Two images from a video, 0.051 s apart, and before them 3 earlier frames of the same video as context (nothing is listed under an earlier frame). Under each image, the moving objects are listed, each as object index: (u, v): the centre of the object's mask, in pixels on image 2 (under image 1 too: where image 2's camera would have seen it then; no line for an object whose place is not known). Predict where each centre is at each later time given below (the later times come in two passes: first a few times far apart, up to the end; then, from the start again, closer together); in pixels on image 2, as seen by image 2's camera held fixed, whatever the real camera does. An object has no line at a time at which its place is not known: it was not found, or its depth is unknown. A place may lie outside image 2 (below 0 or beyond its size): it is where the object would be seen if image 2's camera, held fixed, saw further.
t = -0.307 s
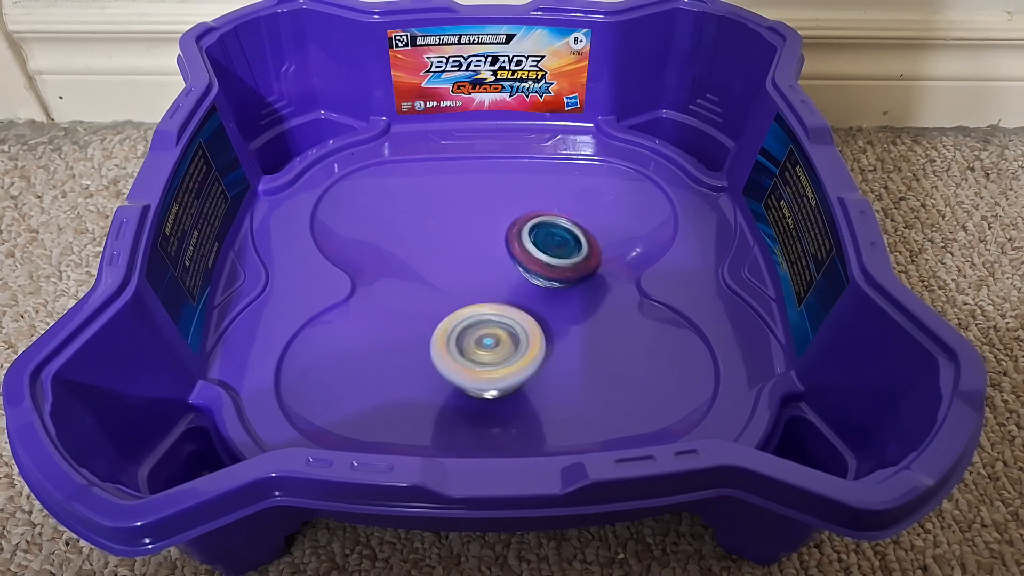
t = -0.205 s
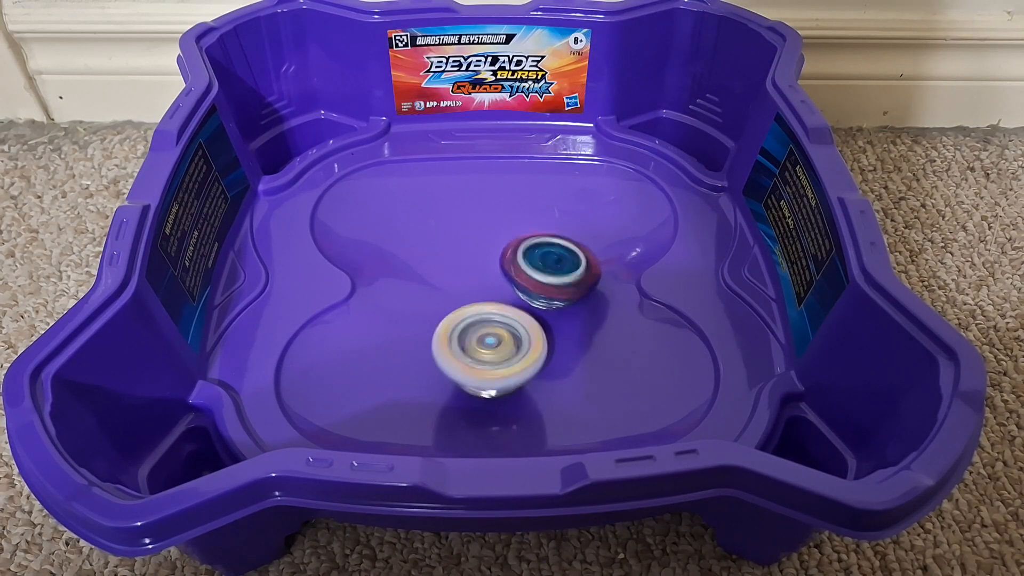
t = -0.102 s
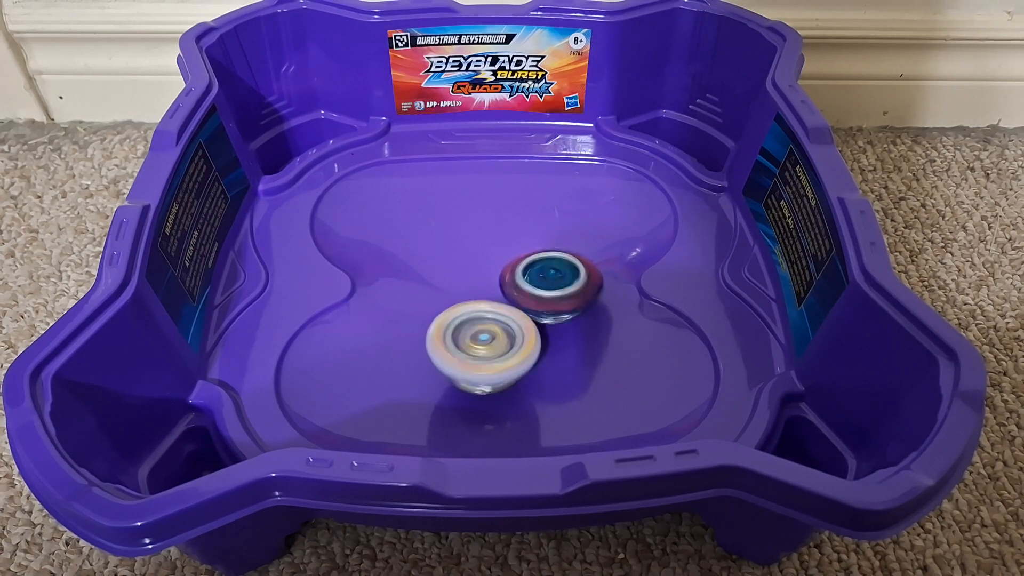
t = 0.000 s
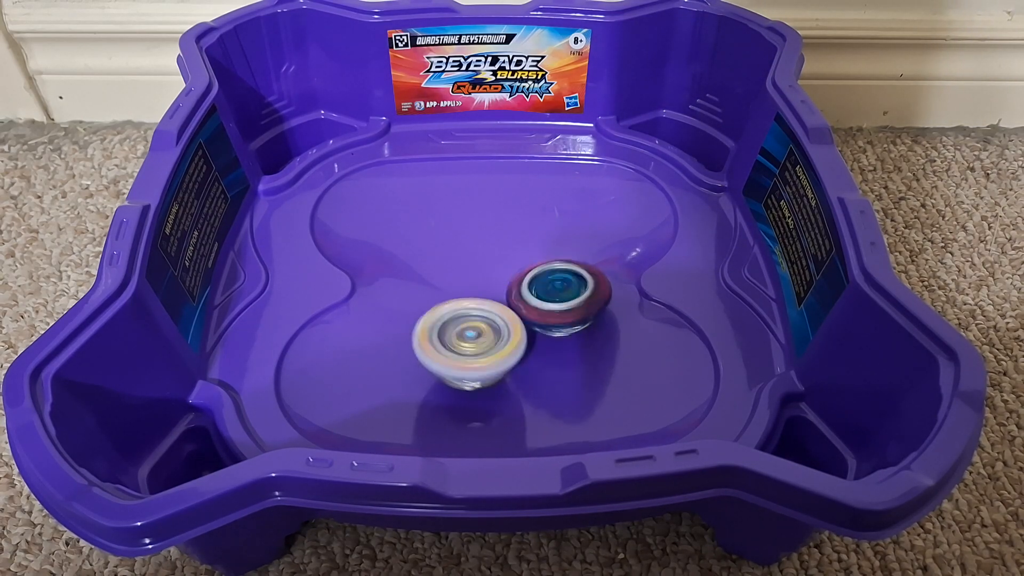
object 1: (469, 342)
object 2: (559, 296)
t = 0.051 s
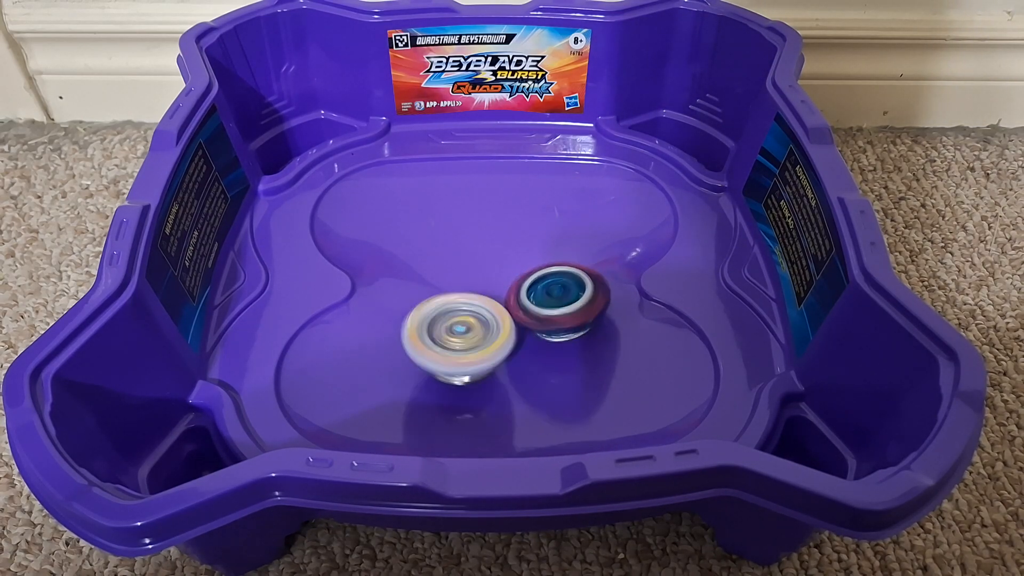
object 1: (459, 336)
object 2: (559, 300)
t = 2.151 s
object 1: (519, 253)
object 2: (573, 344)
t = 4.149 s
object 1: (466, 285)
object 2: (557, 339)
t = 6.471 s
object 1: (490, 241)
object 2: (504, 331)
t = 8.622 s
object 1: (513, 234)
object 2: (472, 319)
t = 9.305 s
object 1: (543, 237)
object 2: (463, 311)
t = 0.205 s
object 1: (425, 320)
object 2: (554, 307)
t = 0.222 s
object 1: (421, 320)
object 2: (554, 307)
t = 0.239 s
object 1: (418, 319)
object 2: (553, 308)
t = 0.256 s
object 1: (413, 320)
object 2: (554, 309)
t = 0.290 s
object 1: (407, 321)
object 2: (555, 309)
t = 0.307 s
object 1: (402, 323)
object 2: (554, 310)
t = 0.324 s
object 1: (399, 324)
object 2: (555, 311)
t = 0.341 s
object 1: (396, 326)
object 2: (556, 311)
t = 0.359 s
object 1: (393, 329)
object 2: (556, 311)
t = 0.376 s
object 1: (391, 331)
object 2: (556, 312)
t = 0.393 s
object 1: (391, 333)
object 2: (556, 312)
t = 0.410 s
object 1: (391, 336)
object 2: (557, 312)
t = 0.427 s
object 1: (393, 338)
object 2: (556, 312)
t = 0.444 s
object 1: (396, 339)
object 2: (557, 312)
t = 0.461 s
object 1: (401, 341)
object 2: (557, 312)
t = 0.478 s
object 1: (405, 341)
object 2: (557, 312)
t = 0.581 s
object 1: (438, 333)
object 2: (557, 313)
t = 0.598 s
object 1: (442, 331)
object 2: (557, 313)
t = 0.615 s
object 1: (448, 329)
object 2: (557, 313)
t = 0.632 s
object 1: (451, 326)
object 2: (558, 313)
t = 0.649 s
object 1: (452, 324)
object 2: (561, 313)
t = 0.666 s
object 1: (453, 321)
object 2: (565, 311)
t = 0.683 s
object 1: (454, 318)
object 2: (568, 311)
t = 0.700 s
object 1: (454, 315)
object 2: (571, 311)
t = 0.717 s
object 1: (455, 312)
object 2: (573, 312)
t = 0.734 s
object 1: (456, 309)
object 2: (575, 313)
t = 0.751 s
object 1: (455, 307)
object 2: (577, 314)
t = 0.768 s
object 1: (455, 303)
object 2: (579, 316)
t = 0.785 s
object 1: (456, 301)
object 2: (581, 316)
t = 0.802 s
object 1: (455, 299)
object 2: (581, 317)
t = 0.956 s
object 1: (451, 292)
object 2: (575, 322)
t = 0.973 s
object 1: (451, 294)
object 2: (575, 323)
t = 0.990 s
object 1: (450, 295)
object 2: (574, 323)
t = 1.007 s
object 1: (452, 297)
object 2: (574, 324)
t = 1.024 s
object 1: (454, 297)
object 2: (574, 326)
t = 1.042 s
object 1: (455, 297)
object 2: (575, 327)
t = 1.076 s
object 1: (464, 295)
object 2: (575, 328)
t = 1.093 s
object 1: (467, 294)
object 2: (575, 330)
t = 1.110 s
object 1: (472, 293)
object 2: (577, 330)
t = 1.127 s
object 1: (476, 292)
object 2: (577, 330)
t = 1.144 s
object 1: (479, 290)
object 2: (579, 331)
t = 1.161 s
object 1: (478, 286)
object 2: (585, 331)
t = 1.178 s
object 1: (478, 283)
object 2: (588, 333)
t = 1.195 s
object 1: (475, 280)
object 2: (594, 336)
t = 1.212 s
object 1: (474, 276)
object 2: (597, 338)
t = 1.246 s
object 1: (473, 270)
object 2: (599, 340)
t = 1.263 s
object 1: (472, 266)
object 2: (600, 340)
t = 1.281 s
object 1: (472, 263)
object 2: (600, 341)
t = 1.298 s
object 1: (472, 260)
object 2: (600, 341)
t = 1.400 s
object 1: (467, 243)
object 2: (593, 340)
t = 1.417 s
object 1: (465, 241)
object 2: (592, 340)
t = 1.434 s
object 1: (464, 238)
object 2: (590, 340)
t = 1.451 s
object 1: (462, 235)
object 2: (590, 340)
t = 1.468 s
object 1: (461, 233)
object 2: (590, 341)
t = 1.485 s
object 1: (458, 231)
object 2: (589, 341)
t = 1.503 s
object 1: (456, 229)
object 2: (588, 341)
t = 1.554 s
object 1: (448, 223)
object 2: (587, 342)
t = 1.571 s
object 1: (445, 221)
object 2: (586, 343)
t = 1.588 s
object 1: (442, 221)
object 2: (586, 343)
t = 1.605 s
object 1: (439, 220)
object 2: (586, 344)
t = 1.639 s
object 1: (433, 219)
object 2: (585, 344)
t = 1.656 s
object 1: (428, 221)
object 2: (585, 346)
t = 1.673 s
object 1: (427, 222)
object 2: (585, 346)
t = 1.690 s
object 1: (426, 224)
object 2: (585, 346)
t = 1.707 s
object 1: (426, 226)
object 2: (585, 347)
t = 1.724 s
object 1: (427, 228)
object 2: (586, 348)
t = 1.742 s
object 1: (429, 231)
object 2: (586, 348)
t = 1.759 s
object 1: (431, 233)
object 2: (586, 347)
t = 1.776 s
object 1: (432, 235)
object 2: (585, 347)
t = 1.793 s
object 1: (437, 237)
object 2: (585, 348)
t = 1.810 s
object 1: (439, 239)
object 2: (586, 348)
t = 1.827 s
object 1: (442, 241)
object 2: (586, 347)
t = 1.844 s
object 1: (447, 243)
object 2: (585, 347)
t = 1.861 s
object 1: (451, 245)
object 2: (585, 348)
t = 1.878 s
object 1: (455, 246)
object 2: (585, 348)
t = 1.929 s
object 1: (468, 249)
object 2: (583, 347)
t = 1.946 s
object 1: (471, 250)
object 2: (583, 347)
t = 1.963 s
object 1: (475, 250)
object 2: (583, 346)
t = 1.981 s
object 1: (480, 250)
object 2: (581, 346)
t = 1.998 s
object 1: (484, 251)
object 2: (581, 346)
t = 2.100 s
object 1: (508, 252)
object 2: (577, 345)
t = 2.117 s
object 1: (511, 252)
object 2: (575, 344)
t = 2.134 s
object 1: (514, 252)
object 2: (574, 345)
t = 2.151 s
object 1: (519, 253)
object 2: (573, 344)
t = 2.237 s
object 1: (538, 251)
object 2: (570, 345)
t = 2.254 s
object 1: (540, 250)
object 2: (569, 345)
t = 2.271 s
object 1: (545, 250)
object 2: (568, 345)
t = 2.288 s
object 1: (548, 248)
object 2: (567, 345)
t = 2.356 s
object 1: (557, 241)
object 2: (565, 346)
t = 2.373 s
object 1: (559, 239)
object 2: (565, 346)
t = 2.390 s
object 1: (562, 237)
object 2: (565, 346)
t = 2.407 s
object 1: (563, 234)
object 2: (564, 346)
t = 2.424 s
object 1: (563, 232)
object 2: (563, 347)
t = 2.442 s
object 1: (564, 230)
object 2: (563, 348)
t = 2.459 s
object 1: (564, 228)
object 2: (564, 348)
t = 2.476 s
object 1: (562, 227)
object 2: (563, 347)
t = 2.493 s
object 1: (560, 225)
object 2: (563, 348)
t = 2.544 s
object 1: (553, 223)
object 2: (564, 347)
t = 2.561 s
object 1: (549, 223)
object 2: (563, 347)
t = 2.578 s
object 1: (546, 224)
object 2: (563, 347)
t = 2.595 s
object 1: (542, 225)
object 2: (563, 347)
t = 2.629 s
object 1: (534, 228)
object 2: (563, 346)
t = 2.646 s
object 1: (531, 230)
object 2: (563, 346)
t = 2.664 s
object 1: (527, 232)
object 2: (563, 346)
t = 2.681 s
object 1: (523, 235)
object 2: (563, 345)
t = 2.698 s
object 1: (522, 237)
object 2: (563, 345)
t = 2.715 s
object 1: (518, 239)
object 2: (562, 344)
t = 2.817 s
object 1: (506, 255)
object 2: (559, 342)
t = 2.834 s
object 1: (504, 259)
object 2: (558, 341)
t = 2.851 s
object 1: (502, 261)
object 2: (557, 340)
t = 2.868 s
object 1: (500, 264)
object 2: (556, 340)
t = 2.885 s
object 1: (500, 267)
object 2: (556, 340)
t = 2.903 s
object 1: (498, 270)
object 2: (555, 340)
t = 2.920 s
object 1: (496, 271)
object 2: (555, 341)
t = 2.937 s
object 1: (495, 272)
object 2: (555, 343)
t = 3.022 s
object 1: (476, 273)
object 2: (555, 344)
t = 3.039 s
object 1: (473, 273)
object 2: (555, 344)
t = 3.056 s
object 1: (470, 274)
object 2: (552, 343)
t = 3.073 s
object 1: (468, 276)
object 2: (550, 343)
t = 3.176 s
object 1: (452, 289)
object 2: (545, 345)
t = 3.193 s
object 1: (450, 291)
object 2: (545, 344)
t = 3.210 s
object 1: (448, 295)
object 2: (545, 345)
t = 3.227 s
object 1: (447, 298)
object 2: (544, 346)
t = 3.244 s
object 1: (446, 301)
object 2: (544, 346)
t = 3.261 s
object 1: (447, 302)
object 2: (546, 346)
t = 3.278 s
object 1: (444, 303)
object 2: (551, 345)
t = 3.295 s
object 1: (442, 304)
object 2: (554, 345)
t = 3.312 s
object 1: (439, 305)
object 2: (557, 344)
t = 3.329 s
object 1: (439, 305)
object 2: (559, 343)
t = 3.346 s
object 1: (437, 307)
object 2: (559, 342)
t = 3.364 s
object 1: (435, 308)
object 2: (558, 341)
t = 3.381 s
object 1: (434, 309)
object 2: (556, 341)
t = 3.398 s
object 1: (436, 310)
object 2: (554, 340)
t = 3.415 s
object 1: (434, 311)
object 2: (553, 340)
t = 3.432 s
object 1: (434, 312)
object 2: (551, 341)
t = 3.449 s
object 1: (435, 313)
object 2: (550, 341)
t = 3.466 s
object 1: (436, 314)
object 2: (550, 341)
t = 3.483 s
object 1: (437, 315)
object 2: (551, 342)
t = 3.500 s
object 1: (439, 316)
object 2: (551, 341)
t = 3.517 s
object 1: (439, 316)
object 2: (550, 342)
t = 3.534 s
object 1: (442, 316)
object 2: (550, 342)
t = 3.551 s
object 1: (441, 315)
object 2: (554, 342)
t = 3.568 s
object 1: (440, 314)
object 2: (558, 343)
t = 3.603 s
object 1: (439, 312)
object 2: (562, 342)
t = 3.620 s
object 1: (437, 311)
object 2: (563, 341)
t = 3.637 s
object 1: (437, 310)
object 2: (562, 339)
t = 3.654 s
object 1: (436, 310)
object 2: (561, 339)
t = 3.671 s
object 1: (435, 309)
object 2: (559, 338)
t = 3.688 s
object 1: (436, 309)
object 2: (557, 338)
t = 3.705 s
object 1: (437, 309)
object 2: (556, 339)
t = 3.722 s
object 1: (436, 309)
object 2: (554, 339)
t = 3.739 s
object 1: (437, 308)
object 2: (553, 339)
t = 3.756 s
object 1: (439, 309)
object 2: (553, 340)
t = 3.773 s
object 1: (440, 309)
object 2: (553, 340)
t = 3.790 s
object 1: (440, 308)
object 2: (553, 340)
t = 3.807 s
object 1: (443, 307)
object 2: (553, 340)
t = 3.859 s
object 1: (449, 306)
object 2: (553, 341)
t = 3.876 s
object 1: (451, 305)
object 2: (554, 341)
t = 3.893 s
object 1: (453, 302)
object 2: (559, 341)
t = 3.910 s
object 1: (453, 301)
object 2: (562, 341)
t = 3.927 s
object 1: (453, 299)
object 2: (564, 340)
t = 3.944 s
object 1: (452, 297)
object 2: (565, 340)
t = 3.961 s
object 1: (455, 295)
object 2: (564, 338)
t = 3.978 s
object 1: (456, 293)
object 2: (562, 337)
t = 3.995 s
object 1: (456, 292)
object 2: (561, 337)
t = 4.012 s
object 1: (456, 290)
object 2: (559, 337)
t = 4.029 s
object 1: (459, 288)
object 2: (557, 337)
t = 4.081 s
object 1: (460, 287)
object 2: (556, 338)
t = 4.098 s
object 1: (462, 286)
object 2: (556, 338)
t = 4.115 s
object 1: (465, 286)
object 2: (556, 339)
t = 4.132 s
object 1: (465, 286)
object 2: (557, 339)
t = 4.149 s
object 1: (466, 285)
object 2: (557, 339)
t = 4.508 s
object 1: (512, 246)
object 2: (550, 337)
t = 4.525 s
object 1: (514, 244)
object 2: (550, 336)
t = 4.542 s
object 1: (515, 243)
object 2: (549, 337)
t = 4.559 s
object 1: (518, 241)
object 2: (549, 338)
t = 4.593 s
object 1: (521, 239)
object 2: (550, 338)
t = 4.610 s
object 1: (522, 238)
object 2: (550, 338)
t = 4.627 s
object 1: (523, 237)
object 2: (550, 338)
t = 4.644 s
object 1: (526, 236)
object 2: (550, 338)
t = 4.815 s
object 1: (539, 234)
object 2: (549, 336)
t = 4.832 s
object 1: (541, 234)
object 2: (548, 335)
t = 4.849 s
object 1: (540, 234)
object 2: (548, 335)
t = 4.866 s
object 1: (541, 233)
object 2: (547, 334)
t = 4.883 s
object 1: (543, 233)
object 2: (546, 335)
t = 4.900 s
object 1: (544, 234)
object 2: (546, 334)
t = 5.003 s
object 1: (546, 235)
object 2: (542, 334)
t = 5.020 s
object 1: (548, 236)
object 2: (541, 334)
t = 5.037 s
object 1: (547, 237)
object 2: (541, 334)
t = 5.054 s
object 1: (547, 237)
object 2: (540, 334)
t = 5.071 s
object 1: (547, 237)
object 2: (539, 334)
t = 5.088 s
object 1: (547, 238)
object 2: (538, 335)
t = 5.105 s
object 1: (547, 238)
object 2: (538, 334)
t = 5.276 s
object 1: (534, 247)
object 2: (537, 336)
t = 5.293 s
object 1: (530, 248)
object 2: (536, 335)
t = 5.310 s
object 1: (529, 249)
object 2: (536, 336)
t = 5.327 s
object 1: (528, 250)
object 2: (536, 336)
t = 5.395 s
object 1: (517, 255)
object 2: (537, 335)
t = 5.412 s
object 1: (515, 256)
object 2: (538, 335)
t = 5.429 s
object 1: (513, 257)
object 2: (538, 336)
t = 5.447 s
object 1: (511, 257)
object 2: (539, 336)
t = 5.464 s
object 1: (508, 257)
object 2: (541, 337)
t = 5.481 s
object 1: (506, 257)
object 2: (542, 336)
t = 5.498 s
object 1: (501, 258)
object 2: (542, 335)
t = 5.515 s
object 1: (498, 258)
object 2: (541, 334)
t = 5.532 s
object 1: (494, 258)
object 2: (539, 333)
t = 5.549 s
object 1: (490, 258)
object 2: (538, 332)
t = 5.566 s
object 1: (487, 259)
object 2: (535, 331)
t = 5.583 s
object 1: (485, 259)
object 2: (534, 331)
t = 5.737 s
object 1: (458, 260)
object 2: (526, 333)
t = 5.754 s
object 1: (456, 261)
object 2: (525, 334)
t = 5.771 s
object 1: (453, 261)
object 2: (524, 334)
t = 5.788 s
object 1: (453, 262)
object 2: (524, 335)
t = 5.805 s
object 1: (454, 262)
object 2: (525, 335)
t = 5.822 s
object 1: (455, 263)
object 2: (525, 336)
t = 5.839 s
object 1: (456, 264)
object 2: (525, 336)
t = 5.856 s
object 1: (456, 264)
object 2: (525, 335)
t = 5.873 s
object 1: (458, 265)
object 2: (525, 334)
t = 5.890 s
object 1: (458, 265)
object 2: (524, 334)
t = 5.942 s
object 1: (463, 265)
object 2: (522, 335)
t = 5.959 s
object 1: (465, 265)
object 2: (522, 335)
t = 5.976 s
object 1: (466, 263)
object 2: (522, 335)
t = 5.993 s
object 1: (467, 262)
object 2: (522, 335)
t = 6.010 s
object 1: (468, 260)
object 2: (522, 335)
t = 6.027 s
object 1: (469, 259)
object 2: (521, 334)
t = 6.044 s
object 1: (471, 258)
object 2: (520, 334)
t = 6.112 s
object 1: (475, 253)
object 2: (521, 334)
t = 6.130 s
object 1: (476, 252)
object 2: (522, 334)
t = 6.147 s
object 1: (476, 251)
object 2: (522, 333)
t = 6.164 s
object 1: (477, 250)
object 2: (521, 331)
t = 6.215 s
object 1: (481, 247)
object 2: (519, 330)
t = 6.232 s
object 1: (480, 246)
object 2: (518, 329)
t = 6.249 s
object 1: (480, 245)
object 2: (516, 328)
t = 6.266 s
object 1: (482, 244)
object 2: (515, 328)
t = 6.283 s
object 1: (484, 243)
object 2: (515, 328)
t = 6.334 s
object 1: (484, 241)
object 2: (511, 328)
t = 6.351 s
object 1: (486, 240)
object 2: (510, 328)
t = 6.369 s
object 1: (487, 241)
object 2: (509, 328)
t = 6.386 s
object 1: (486, 240)
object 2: (508, 328)
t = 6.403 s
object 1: (487, 240)
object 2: (506, 328)
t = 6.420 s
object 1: (488, 240)
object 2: (505, 329)
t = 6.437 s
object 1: (488, 240)
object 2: (504, 330)
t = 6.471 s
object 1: (490, 241)
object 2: (504, 331)
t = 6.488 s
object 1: (491, 242)
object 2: (503, 331)
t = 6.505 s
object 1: (491, 242)
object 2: (504, 332)
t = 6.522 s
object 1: (493, 243)
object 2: (504, 333)
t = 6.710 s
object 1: (505, 251)
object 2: (511, 334)
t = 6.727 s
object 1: (507, 251)
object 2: (512, 336)
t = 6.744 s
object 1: (509, 252)
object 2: (514, 338)
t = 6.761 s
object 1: (511, 252)
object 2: (513, 337)
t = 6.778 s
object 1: (513, 253)
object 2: (513, 338)
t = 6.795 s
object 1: (514, 253)
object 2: (512, 340)
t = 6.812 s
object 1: (515, 253)
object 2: (511, 340)
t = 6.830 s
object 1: (518, 253)
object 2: (509, 342)
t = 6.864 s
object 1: (519, 252)
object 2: (509, 343)
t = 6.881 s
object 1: (520, 252)
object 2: (509, 345)
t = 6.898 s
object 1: (522, 252)
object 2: (509, 344)
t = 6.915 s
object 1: (524, 252)
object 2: (508, 344)
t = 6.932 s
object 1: (522, 252)
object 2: (508, 344)
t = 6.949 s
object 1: (523, 252)
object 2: (508, 344)
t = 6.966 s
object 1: (525, 252)
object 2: (507, 343)
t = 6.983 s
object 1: (526, 252)
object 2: (506, 342)
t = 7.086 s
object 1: (529, 253)
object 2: (502, 338)
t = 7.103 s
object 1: (529, 253)
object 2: (501, 338)
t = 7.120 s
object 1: (531, 254)
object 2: (500, 337)
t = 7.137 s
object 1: (530, 254)
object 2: (501, 335)
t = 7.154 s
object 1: (530, 254)
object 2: (501, 334)
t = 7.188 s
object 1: (532, 252)
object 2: (500, 332)
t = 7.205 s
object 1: (534, 252)
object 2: (501, 330)
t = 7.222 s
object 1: (535, 251)
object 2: (500, 329)
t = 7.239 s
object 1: (535, 251)
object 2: (499, 329)
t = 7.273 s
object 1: (535, 249)
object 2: (498, 328)
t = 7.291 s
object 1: (536, 249)
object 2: (497, 327)
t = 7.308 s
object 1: (537, 248)
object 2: (496, 326)
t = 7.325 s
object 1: (535, 248)
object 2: (494, 325)
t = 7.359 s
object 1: (535, 246)
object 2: (492, 324)
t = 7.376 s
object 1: (534, 245)
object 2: (491, 323)
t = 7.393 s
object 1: (534, 245)
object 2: (491, 321)
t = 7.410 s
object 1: (533, 245)
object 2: (489, 321)
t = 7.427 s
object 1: (533, 245)
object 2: (488, 321)
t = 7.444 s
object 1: (531, 245)
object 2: (486, 321)
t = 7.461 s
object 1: (529, 244)
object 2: (485, 321)
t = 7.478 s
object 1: (529, 244)
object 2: (484, 320)
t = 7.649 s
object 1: (517, 246)
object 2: (479, 320)
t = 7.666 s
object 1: (516, 247)
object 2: (479, 320)
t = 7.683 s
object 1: (513, 247)
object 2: (479, 320)
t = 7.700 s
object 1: (513, 246)
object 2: (478, 320)
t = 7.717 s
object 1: (512, 246)
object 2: (477, 320)
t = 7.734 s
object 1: (510, 245)
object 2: (476, 320)
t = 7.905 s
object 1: (500, 241)
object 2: (462, 319)
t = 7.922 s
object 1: (500, 241)
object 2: (461, 319)
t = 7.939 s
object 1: (500, 241)
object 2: (462, 318)
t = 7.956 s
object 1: (499, 240)
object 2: (463, 317)
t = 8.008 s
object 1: (498, 239)
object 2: (464, 321)
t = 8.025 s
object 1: (499, 238)
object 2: (466, 321)
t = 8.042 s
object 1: (497, 238)
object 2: (467, 321)
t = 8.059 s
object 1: (496, 238)
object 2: (469, 320)
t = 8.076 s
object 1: (496, 238)
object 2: (470, 319)
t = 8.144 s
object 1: (496, 238)
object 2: (471, 316)
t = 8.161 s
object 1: (496, 237)
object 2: (472, 315)
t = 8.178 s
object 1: (495, 237)
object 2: (471, 316)
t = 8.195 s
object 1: (496, 237)
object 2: (473, 316)
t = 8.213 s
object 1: (497, 237)
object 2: (473, 316)
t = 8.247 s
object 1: (496, 237)
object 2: (475, 316)
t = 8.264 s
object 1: (496, 236)
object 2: (476, 316)
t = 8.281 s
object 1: (498, 235)
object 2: (475, 315)
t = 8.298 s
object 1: (499, 235)
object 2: (475, 316)
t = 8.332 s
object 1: (498, 234)
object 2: (473, 315)
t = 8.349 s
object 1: (499, 234)
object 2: (472, 314)
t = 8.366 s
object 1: (499, 234)
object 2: (471, 314)
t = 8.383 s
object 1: (500, 234)
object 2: (471, 314)
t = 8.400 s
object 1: (500, 234)
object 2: (471, 313)
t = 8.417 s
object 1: (501, 234)
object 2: (468, 314)
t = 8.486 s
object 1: (502, 235)
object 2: (467, 313)
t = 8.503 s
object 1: (503, 236)
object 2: (467, 313)
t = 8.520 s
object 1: (504, 236)
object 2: (465, 314)
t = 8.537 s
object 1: (505, 236)
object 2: (467, 315)
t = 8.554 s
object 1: (506, 235)
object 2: (467, 317)
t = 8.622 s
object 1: (513, 234)
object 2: (472, 319)
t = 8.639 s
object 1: (514, 234)
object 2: (474, 318)
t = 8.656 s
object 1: (515, 234)
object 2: (475, 317)
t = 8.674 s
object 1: (518, 234)
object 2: (476, 316)
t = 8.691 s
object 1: (518, 234)
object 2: (476, 316)
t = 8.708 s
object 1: (518, 235)
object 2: (477, 314)
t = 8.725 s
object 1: (519, 235)
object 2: (477, 314)
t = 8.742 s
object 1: (519, 235)
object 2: (477, 313)
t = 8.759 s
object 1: (522, 237)
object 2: (477, 311)
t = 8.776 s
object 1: (522, 238)
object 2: (476, 311)
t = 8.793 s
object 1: (522, 239)
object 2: (475, 309)
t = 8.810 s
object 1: (523, 239)
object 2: (473, 309)
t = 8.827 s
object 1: (525, 241)
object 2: (468, 309)
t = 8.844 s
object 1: (528, 243)
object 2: (468, 309)
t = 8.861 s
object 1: (529, 244)
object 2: (465, 310)
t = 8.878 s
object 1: (532, 244)
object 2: (464, 310)
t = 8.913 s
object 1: (537, 244)
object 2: (463, 312)
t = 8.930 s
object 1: (539, 244)
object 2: (462, 313)
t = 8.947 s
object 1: (541, 244)
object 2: (462, 315)
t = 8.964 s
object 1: (542, 244)
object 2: (462, 316)
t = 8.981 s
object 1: (544, 244)
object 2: (464, 317)
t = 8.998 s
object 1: (547, 244)
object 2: (465, 319)
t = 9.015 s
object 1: (549, 243)
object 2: (467, 319)
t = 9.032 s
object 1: (551, 243)
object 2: (470, 320)
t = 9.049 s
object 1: (553, 243)
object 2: (473, 319)
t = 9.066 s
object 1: (555, 242)
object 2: (475, 317)
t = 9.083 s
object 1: (556, 241)
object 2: (474, 316)
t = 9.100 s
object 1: (556, 241)
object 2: (475, 316)
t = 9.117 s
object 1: (556, 240)
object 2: (475, 315)
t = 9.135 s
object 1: (557, 239)
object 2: (474, 314)
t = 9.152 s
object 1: (558, 239)
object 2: (473, 313)
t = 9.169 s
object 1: (557, 239)
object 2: (472, 312)
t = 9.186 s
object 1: (555, 238)
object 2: (471, 312)
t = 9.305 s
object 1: (543, 237)
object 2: (463, 311)
